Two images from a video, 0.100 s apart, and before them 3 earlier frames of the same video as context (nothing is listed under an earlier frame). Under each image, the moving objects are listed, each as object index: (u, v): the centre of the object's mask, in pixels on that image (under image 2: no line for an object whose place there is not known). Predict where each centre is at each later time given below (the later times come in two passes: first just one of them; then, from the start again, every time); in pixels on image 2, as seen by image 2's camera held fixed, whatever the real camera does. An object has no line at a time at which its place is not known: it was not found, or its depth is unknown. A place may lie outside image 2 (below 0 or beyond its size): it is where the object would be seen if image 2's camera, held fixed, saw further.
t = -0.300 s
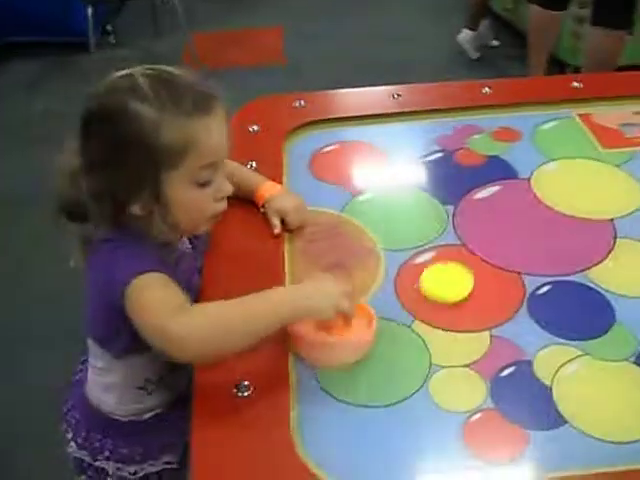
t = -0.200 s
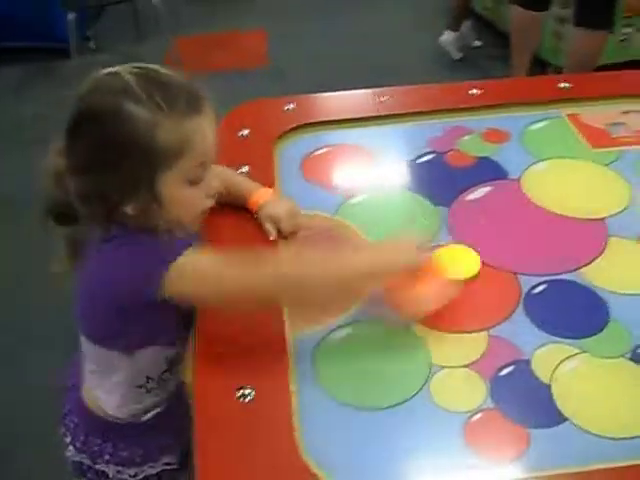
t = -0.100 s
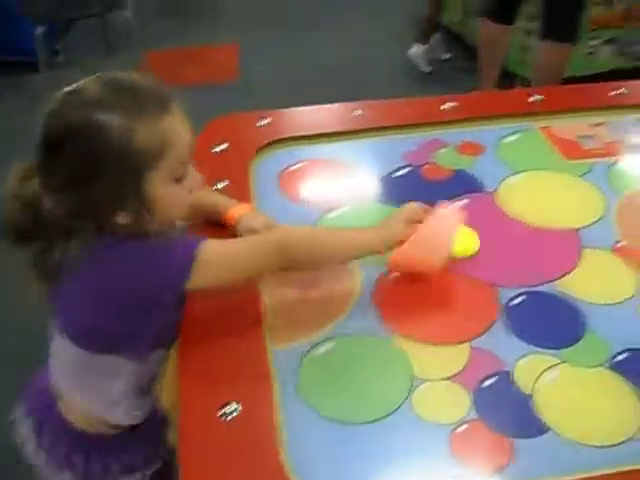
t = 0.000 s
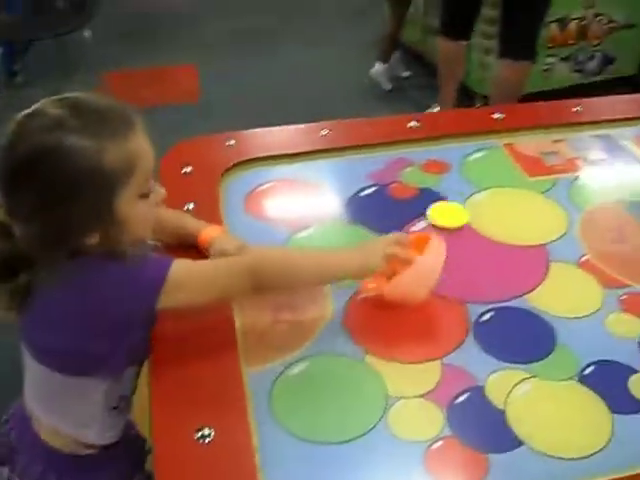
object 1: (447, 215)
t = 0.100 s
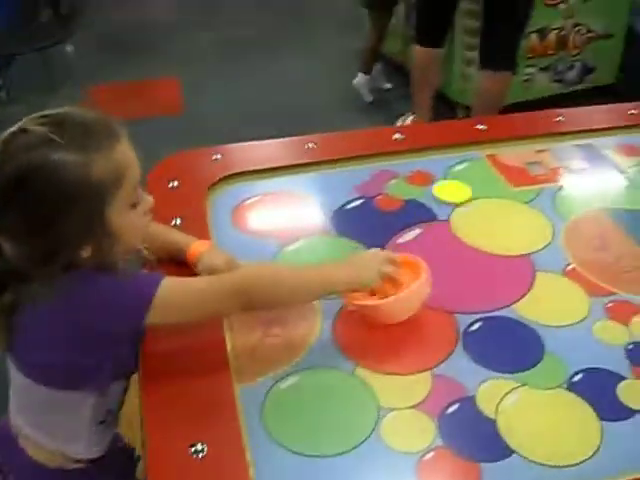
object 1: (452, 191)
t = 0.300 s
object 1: (493, 152)
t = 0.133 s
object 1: (457, 181)
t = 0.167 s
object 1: (462, 171)
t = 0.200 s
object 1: (466, 162)
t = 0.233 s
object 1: (472, 153)
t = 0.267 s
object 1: (480, 150)
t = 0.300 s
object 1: (493, 152)
